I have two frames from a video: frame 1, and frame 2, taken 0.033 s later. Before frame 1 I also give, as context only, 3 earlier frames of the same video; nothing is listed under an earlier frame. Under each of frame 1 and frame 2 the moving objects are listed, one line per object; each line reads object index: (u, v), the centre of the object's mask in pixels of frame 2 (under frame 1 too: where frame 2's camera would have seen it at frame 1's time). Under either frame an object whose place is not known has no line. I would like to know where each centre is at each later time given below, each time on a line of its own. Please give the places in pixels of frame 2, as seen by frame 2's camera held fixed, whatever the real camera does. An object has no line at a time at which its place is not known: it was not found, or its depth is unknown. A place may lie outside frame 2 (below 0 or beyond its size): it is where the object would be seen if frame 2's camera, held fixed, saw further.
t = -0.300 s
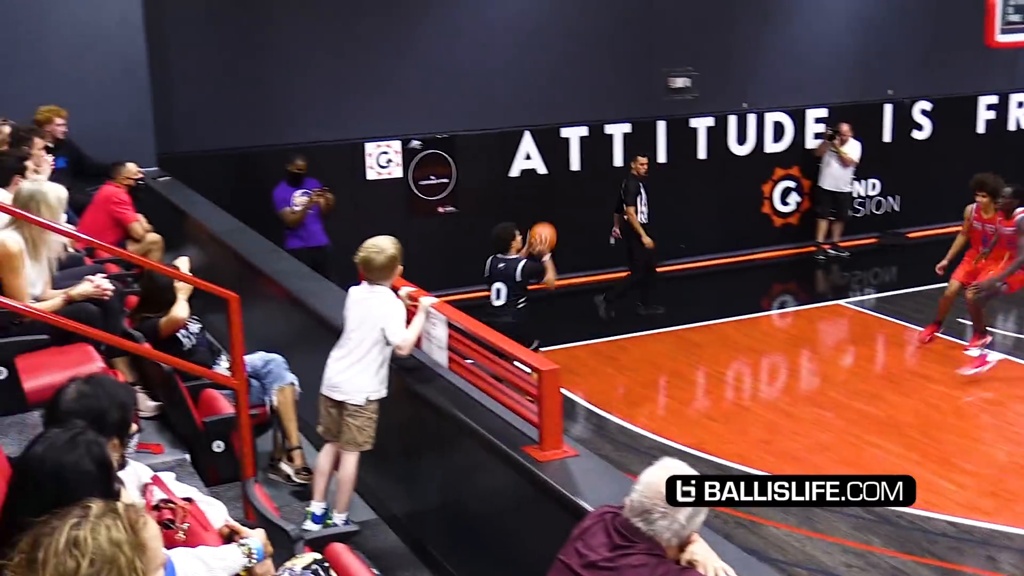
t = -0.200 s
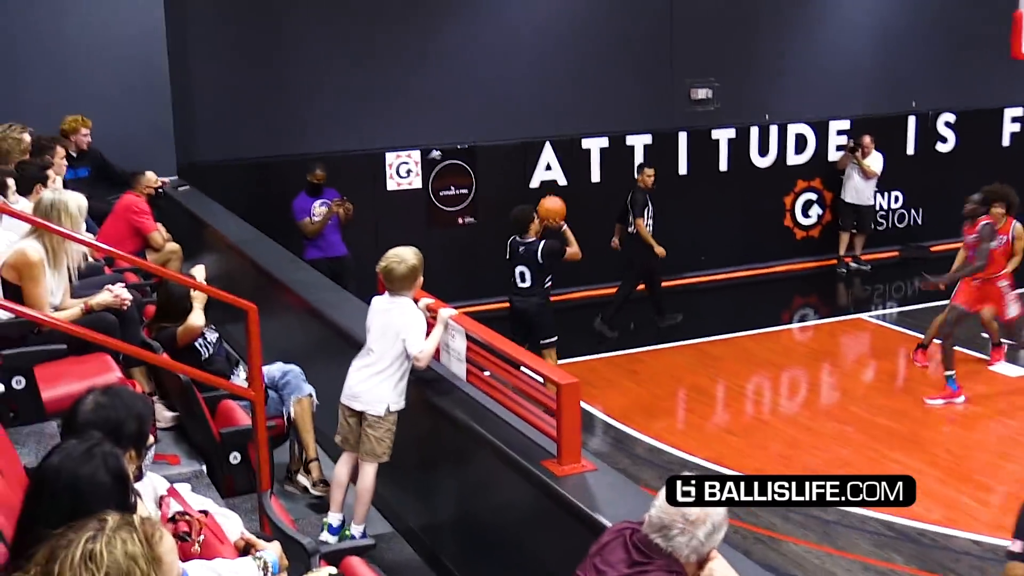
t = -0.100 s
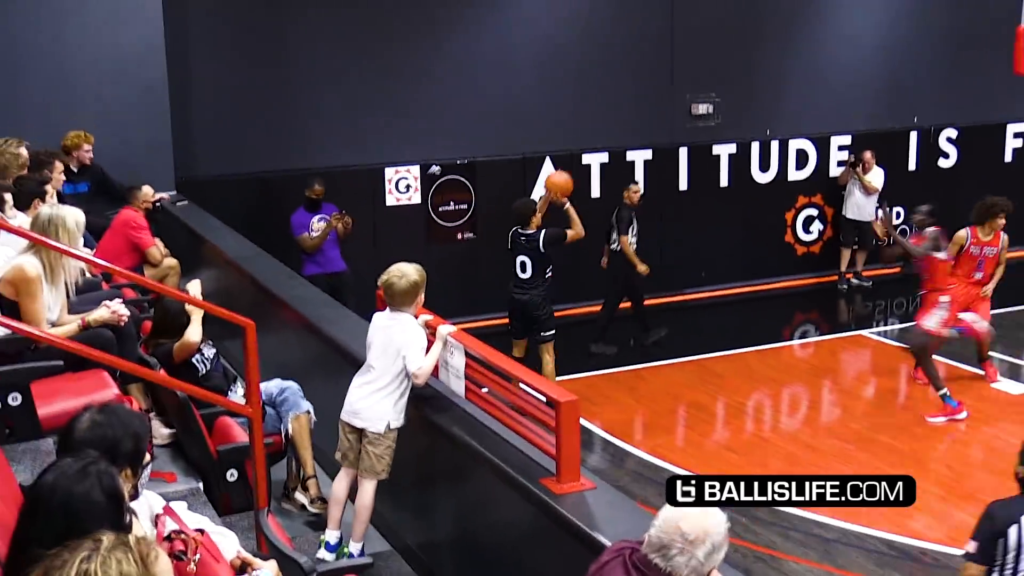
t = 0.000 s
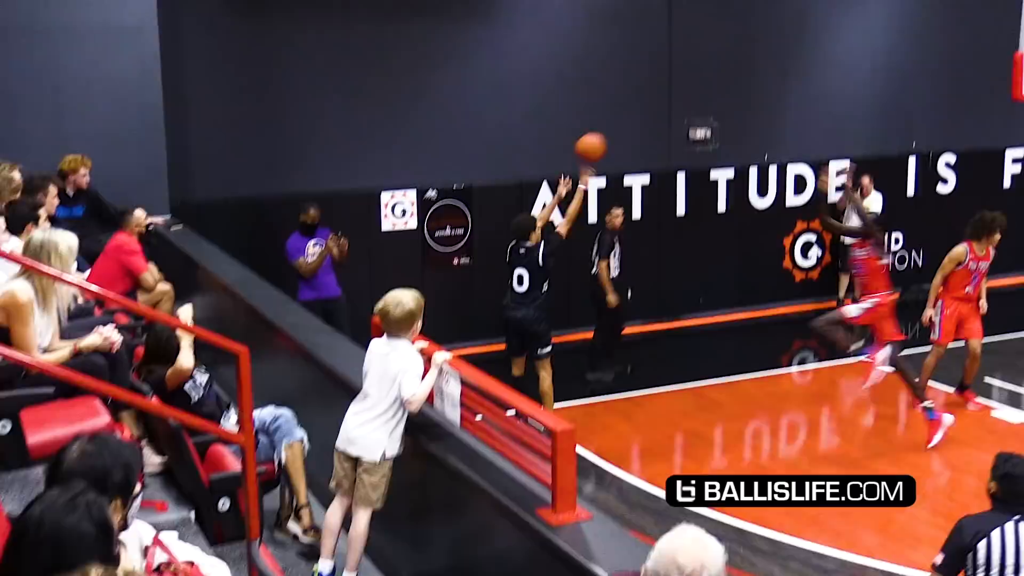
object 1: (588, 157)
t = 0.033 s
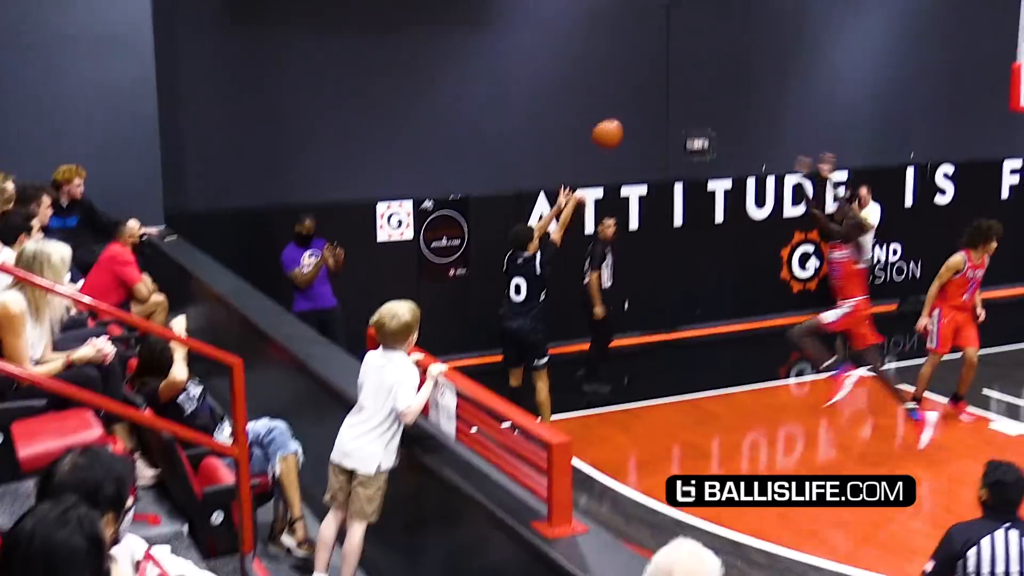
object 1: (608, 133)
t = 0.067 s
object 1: (629, 111)
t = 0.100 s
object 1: (648, 90)
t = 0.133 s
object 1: (667, 71)
